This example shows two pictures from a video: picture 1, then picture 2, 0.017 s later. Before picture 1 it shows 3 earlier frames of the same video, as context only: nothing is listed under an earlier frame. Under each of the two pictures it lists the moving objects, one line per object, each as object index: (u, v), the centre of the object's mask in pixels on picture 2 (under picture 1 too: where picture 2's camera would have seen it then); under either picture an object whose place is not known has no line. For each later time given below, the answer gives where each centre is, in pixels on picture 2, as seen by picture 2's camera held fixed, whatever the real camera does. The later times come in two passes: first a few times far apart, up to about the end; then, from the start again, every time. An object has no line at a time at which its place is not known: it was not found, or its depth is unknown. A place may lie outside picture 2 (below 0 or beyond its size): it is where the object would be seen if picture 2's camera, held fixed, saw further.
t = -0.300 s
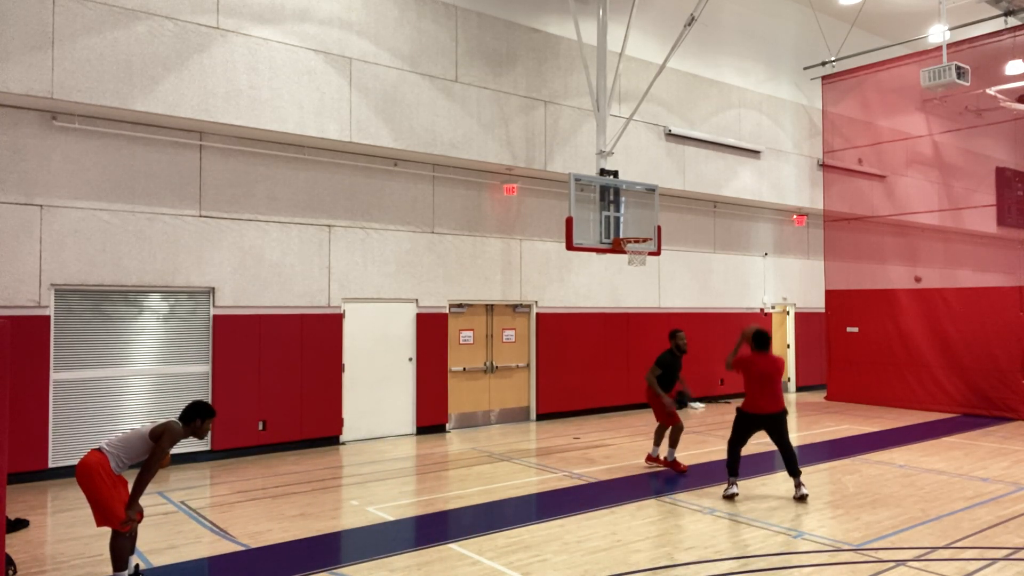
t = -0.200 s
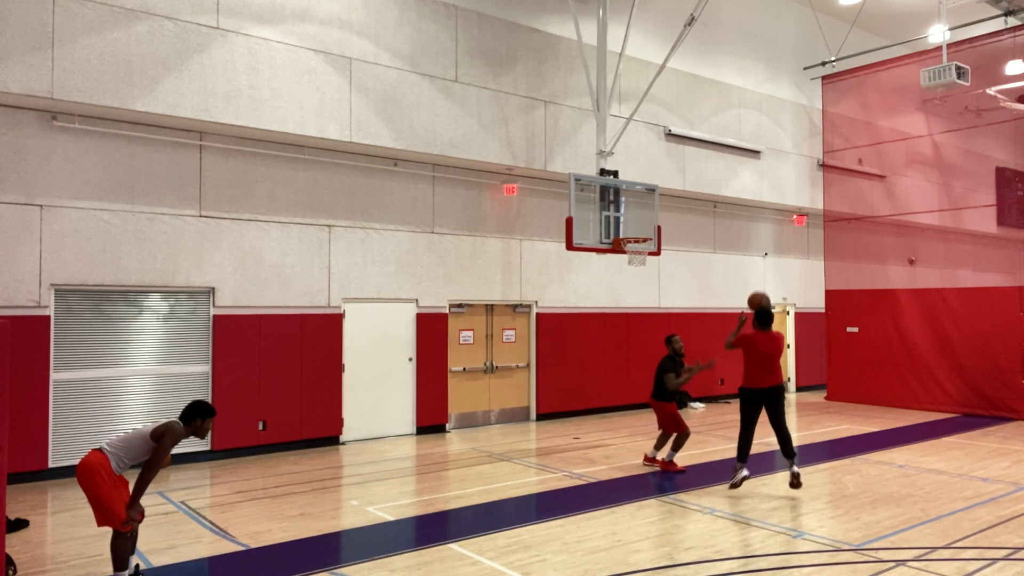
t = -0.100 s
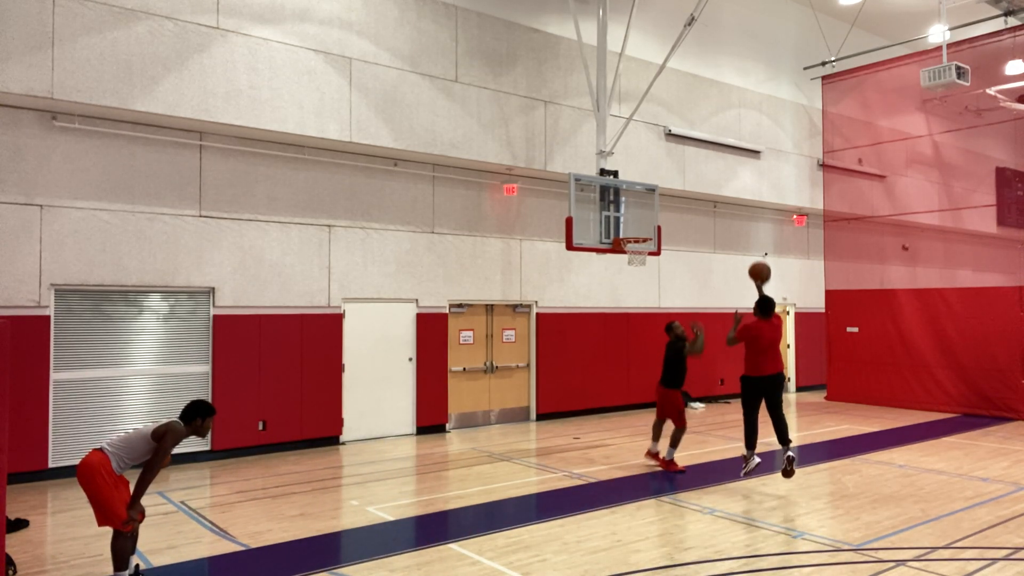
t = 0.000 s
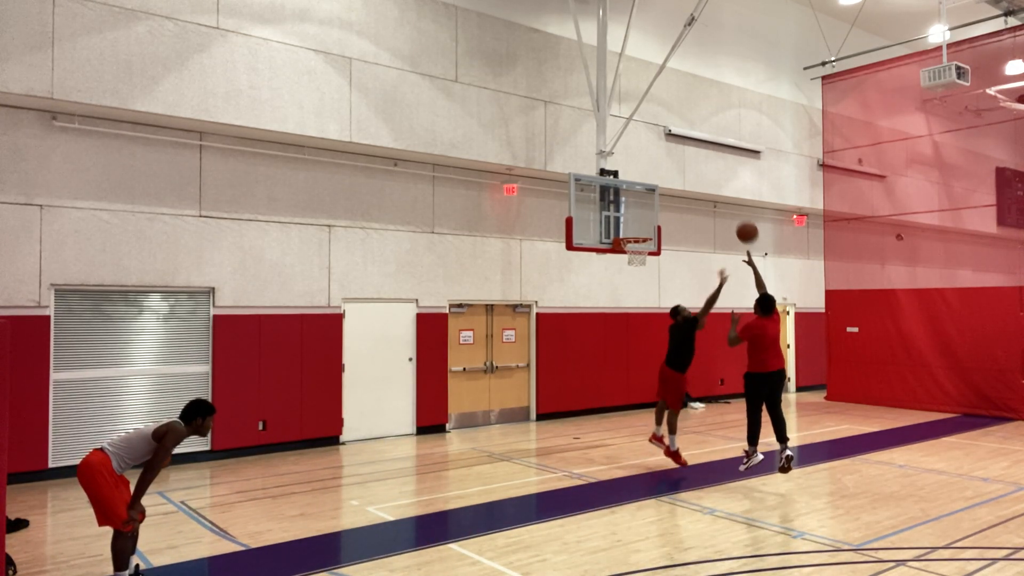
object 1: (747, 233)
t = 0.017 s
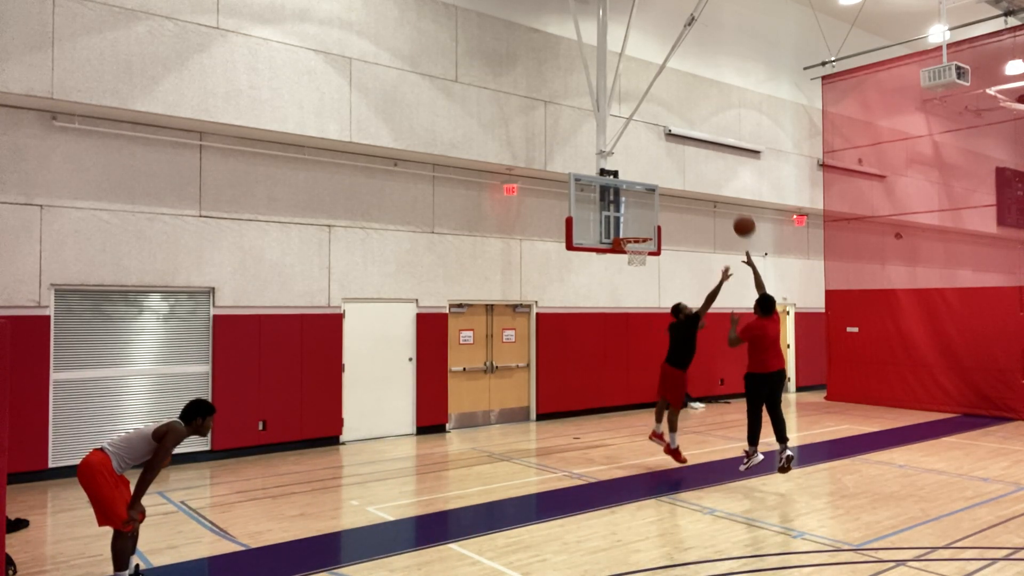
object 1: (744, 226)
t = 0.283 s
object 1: (703, 167)
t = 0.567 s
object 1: (666, 169)
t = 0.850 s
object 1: (635, 224)
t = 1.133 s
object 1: (631, 274)
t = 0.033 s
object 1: (741, 220)
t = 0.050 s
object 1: (738, 215)
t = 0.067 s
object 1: (736, 210)
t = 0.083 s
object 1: (733, 205)
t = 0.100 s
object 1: (730, 201)
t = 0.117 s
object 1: (727, 196)
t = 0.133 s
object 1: (725, 192)
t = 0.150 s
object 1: (722, 188)
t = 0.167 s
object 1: (720, 185)
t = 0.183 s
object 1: (717, 182)
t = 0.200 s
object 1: (715, 179)
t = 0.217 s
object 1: (712, 176)
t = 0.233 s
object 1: (710, 173)
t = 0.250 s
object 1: (707, 171)
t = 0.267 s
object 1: (705, 169)
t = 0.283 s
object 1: (703, 167)
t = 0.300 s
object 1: (700, 166)
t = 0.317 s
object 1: (698, 164)
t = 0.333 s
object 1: (696, 163)
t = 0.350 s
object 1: (693, 163)
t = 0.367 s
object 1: (691, 162)
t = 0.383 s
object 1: (689, 161)
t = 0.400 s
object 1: (687, 161)
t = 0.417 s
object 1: (685, 161)
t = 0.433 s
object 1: (682, 161)
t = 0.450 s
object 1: (680, 162)
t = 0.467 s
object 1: (678, 162)
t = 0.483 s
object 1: (676, 163)
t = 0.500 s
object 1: (674, 164)
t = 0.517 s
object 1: (672, 165)
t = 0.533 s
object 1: (670, 166)
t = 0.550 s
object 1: (668, 168)
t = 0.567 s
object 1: (666, 169)
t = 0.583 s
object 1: (664, 171)
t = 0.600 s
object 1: (662, 173)
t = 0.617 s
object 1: (660, 176)
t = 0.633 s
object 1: (658, 178)
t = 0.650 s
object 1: (656, 181)
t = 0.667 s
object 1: (654, 184)
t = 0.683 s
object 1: (652, 186)
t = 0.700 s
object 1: (650, 189)
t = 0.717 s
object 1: (649, 193)
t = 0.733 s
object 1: (647, 196)
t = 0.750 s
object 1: (645, 200)
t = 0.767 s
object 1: (643, 203)
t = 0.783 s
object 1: (642, 207)
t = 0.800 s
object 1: (640, 211)
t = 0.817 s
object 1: (638, 215)
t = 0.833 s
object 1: (636, 219)
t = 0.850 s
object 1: (635, 224)
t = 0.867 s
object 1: (633, 228)
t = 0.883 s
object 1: (631, 234)
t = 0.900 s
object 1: (630, 238)
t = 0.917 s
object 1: (628, 243)
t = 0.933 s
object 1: (626, 247)
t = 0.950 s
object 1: (626, 250)
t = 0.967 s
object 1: (626, 251)
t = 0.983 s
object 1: (625, 253)
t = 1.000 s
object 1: (625, 253)
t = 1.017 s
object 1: (626, 254)
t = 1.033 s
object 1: (627, 256)
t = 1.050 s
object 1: (627, 259)
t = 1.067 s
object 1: (629, 263)
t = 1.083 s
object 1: (629, 266)
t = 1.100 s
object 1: (630, 268)
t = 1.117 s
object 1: (631, 271)
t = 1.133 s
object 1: (631, 274)
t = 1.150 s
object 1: (632, 277)
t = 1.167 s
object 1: (632, 280)
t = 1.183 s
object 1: (633, 283)
